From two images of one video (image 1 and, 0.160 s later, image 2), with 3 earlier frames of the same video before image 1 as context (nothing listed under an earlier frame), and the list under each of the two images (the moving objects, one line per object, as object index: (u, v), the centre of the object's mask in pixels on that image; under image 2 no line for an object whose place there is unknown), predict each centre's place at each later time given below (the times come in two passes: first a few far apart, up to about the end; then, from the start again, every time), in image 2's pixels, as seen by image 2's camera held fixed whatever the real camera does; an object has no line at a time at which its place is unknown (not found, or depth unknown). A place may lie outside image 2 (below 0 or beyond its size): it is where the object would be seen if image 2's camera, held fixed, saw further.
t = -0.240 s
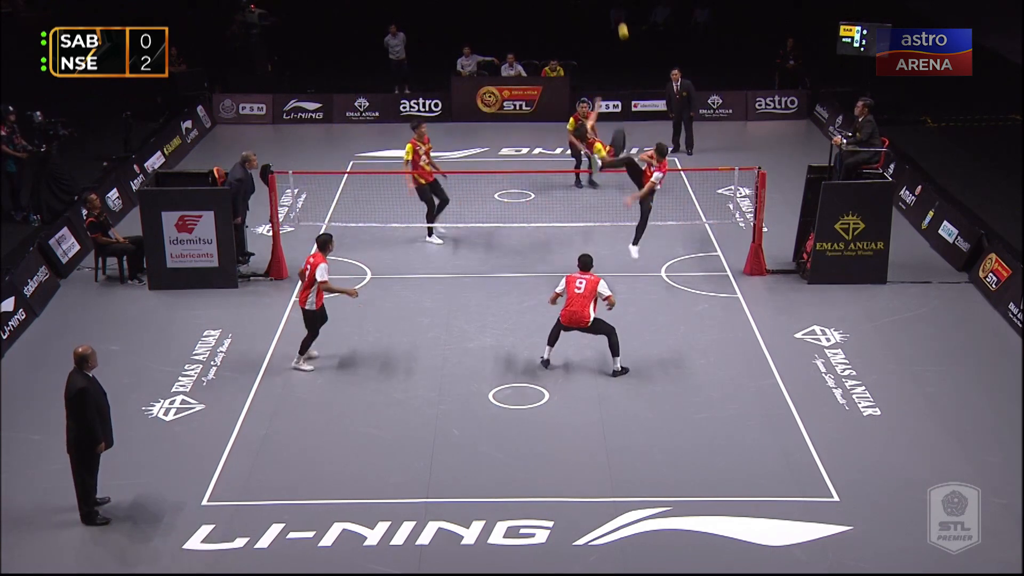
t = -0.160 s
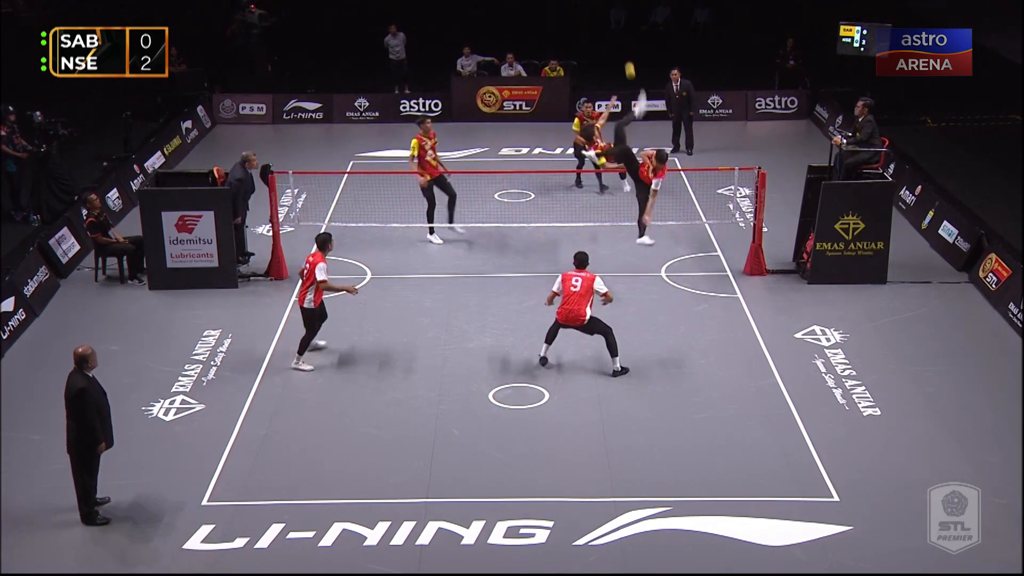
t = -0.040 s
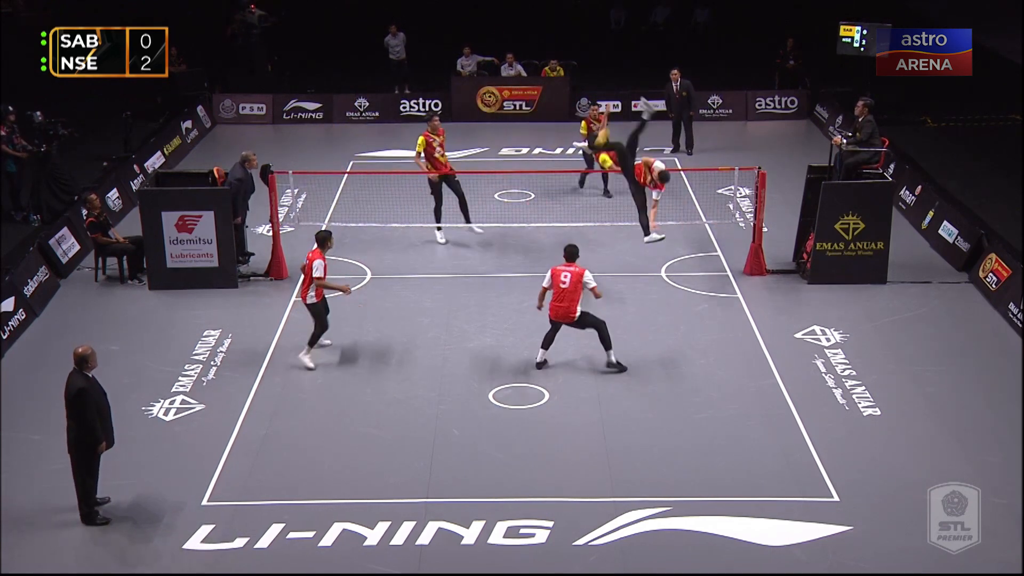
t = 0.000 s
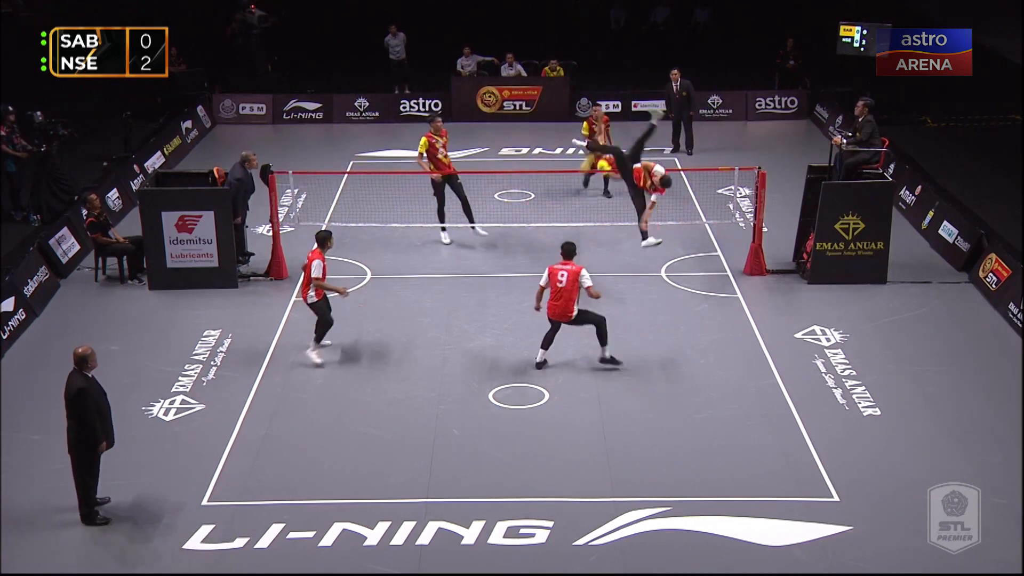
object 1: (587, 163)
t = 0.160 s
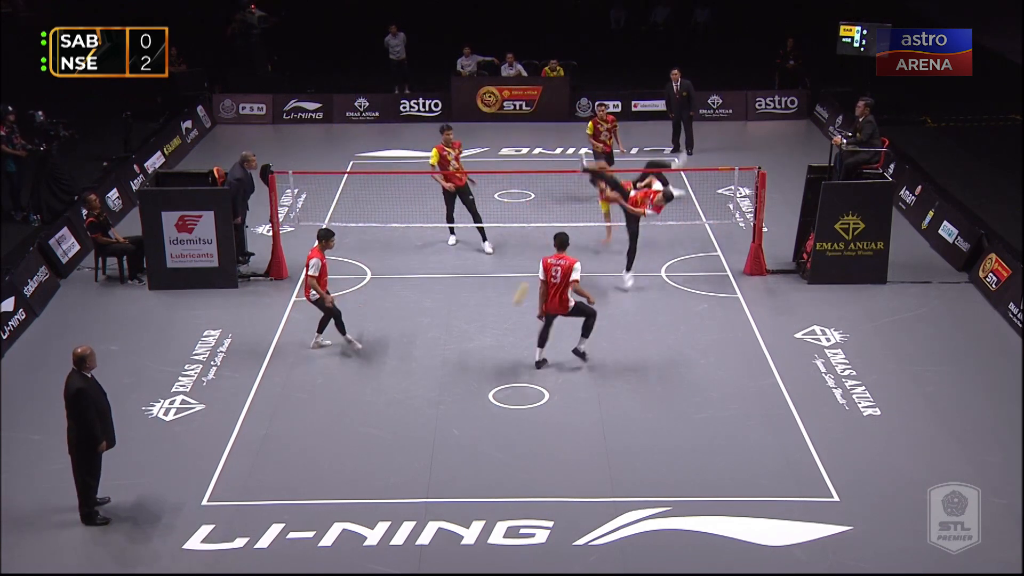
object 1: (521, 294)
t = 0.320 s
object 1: (449, 410)
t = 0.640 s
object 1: (273, 479)
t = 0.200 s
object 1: (503, 334)
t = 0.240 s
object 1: (485, 376)
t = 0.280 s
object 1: (466, 411)
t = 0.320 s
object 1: (449, 410)
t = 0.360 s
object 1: (431, 411)
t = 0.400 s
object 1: (411, 414)
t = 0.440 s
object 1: (392, 418)
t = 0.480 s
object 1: (371, 425)
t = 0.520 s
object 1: (348, 435)
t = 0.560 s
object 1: (325, 447)
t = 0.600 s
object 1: (299, 462)
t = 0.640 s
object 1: (273, 479)
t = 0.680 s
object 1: (247, 498)
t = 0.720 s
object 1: (217, 524)
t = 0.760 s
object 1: (181, 556)
